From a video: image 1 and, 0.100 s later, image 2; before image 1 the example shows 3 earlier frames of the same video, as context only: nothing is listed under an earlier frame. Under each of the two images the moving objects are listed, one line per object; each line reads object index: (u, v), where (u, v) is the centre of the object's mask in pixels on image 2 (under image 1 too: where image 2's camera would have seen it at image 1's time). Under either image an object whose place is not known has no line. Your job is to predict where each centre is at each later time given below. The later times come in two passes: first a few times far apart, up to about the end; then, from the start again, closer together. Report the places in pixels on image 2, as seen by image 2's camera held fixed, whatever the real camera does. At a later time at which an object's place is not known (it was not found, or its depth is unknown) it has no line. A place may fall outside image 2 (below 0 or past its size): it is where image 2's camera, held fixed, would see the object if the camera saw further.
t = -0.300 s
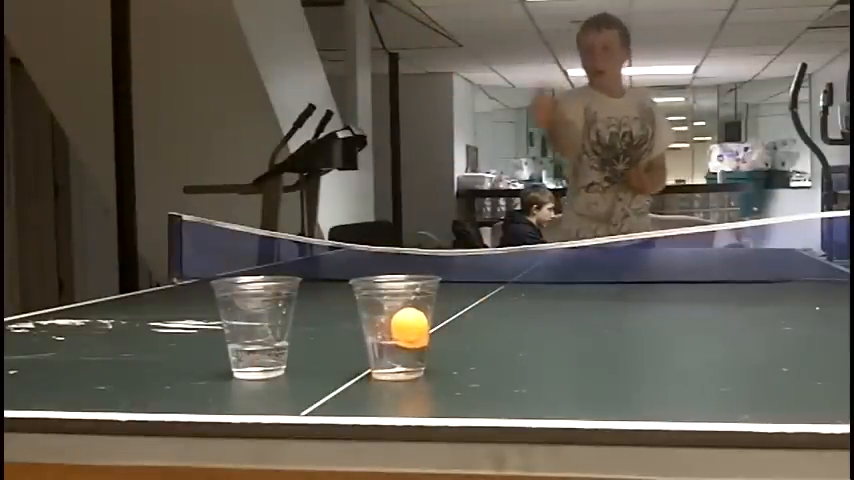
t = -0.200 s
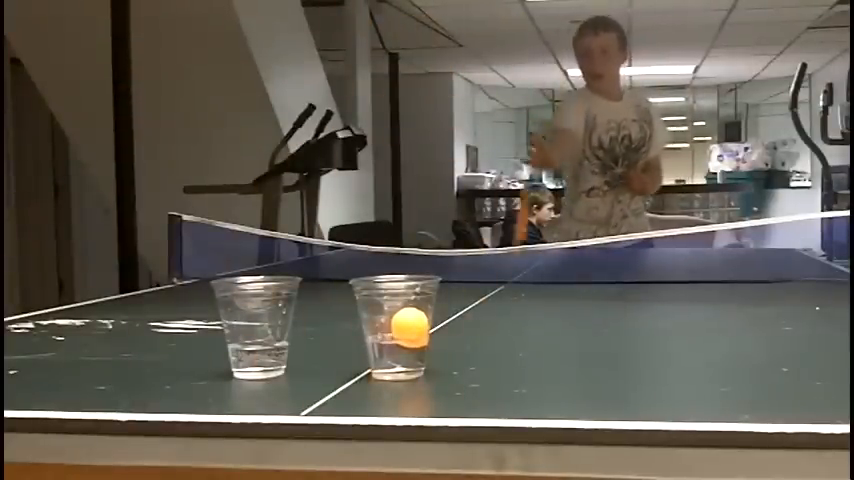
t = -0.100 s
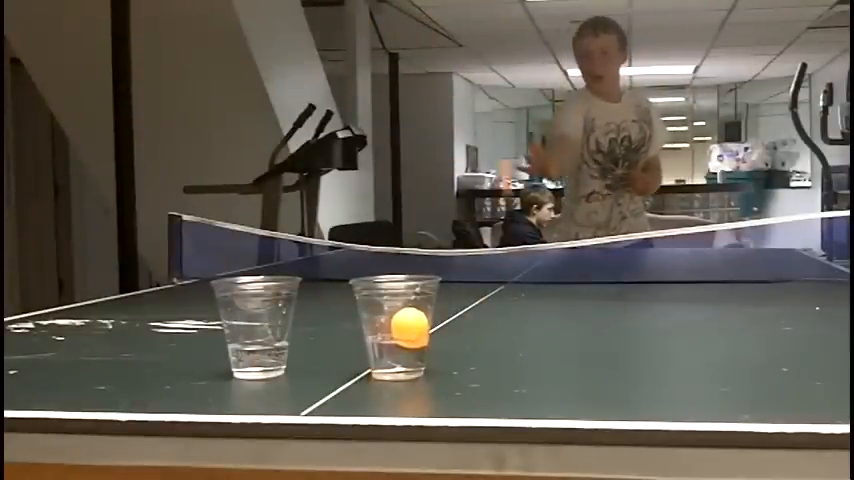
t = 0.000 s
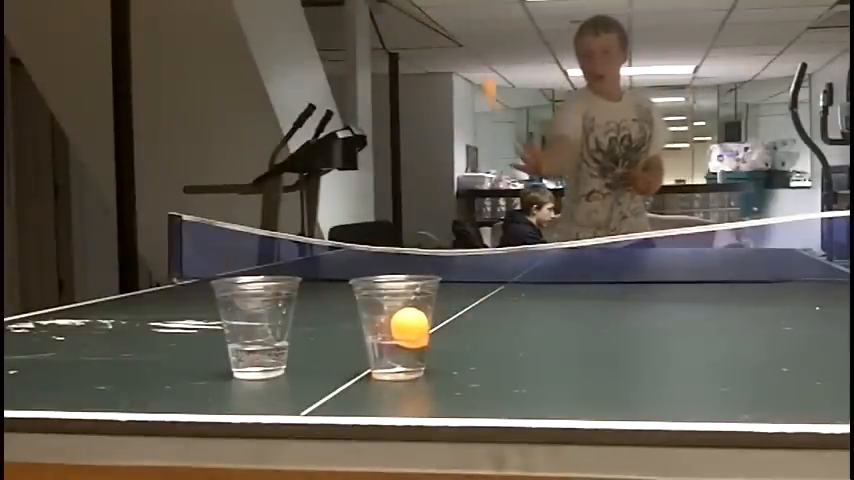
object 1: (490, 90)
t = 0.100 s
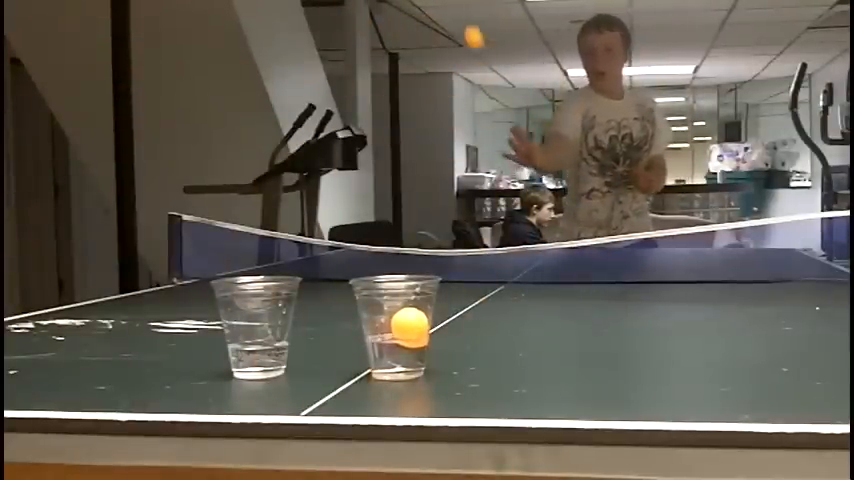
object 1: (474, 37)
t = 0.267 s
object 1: (443, 51)
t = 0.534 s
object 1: (387, 202)
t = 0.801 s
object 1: (301, 56)
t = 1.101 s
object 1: (267, 341)
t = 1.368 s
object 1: (249, 334)
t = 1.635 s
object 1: (247, 334)
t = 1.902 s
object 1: (247, 334)
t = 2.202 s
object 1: (247, 334)
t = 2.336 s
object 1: (247, 334)
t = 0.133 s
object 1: (467, 29)
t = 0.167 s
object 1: (462, 27)
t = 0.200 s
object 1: (456, 29)
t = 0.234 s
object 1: (449, 37)
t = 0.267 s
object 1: (443, 51)
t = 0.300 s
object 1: (437, 75)
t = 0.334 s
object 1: (431, 103)
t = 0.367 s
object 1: (424, 143)
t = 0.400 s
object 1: (418, 187)
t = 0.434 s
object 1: (412, 239)
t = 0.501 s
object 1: (396, 244)
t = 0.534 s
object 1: (387, 202)
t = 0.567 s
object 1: (378, 162)
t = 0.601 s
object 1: (368, 127)
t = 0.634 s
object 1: (357, 98)
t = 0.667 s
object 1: (347, 75)
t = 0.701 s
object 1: (336, 59)
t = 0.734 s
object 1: (325, 50)
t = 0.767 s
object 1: (313, 48)
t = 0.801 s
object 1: (301, 56)
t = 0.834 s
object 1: (289, 72)
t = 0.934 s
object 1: (249, 188)
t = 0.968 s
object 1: (235, 255)
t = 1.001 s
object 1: (253, 317)
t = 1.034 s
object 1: (272, 339)
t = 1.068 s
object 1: (268, 342)
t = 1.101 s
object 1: (267, 341)
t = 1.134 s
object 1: (266, 337)
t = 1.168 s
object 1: (261, 329)
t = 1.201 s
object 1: (257, 330)
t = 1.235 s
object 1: (254, 332)
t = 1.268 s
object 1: (252, 332)
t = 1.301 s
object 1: (251, 331)
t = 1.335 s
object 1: (249, 334)
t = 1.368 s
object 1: (249, 334)
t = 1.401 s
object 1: (249, 334)
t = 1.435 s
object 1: (249, 335)
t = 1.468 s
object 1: (249, 335)
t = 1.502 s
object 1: (249, 335)
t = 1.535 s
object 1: (247, 335)
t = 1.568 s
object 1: (247, 335)
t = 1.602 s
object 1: (247, 334)
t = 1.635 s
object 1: (247, 334)
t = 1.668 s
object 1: (247, 334)
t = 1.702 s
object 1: (247, 334)
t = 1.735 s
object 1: (247, 335)
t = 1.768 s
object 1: (247, 335)
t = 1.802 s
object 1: (247, 335)
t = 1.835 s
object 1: (247, 335)
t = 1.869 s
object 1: (247, 334)
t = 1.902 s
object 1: (247, 334)
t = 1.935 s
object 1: (247, 334)
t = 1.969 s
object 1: (248, 334)
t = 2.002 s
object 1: (248, 335)
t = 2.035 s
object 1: (248, 334)
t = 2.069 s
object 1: (247, 335)
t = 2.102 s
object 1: (247, 335)
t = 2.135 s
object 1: (247, 334)
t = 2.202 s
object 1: (247, 334)
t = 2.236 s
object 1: (247, 334)
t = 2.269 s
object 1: (247, 335)
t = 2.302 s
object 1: (247, 335)
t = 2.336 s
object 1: (247, 334)
